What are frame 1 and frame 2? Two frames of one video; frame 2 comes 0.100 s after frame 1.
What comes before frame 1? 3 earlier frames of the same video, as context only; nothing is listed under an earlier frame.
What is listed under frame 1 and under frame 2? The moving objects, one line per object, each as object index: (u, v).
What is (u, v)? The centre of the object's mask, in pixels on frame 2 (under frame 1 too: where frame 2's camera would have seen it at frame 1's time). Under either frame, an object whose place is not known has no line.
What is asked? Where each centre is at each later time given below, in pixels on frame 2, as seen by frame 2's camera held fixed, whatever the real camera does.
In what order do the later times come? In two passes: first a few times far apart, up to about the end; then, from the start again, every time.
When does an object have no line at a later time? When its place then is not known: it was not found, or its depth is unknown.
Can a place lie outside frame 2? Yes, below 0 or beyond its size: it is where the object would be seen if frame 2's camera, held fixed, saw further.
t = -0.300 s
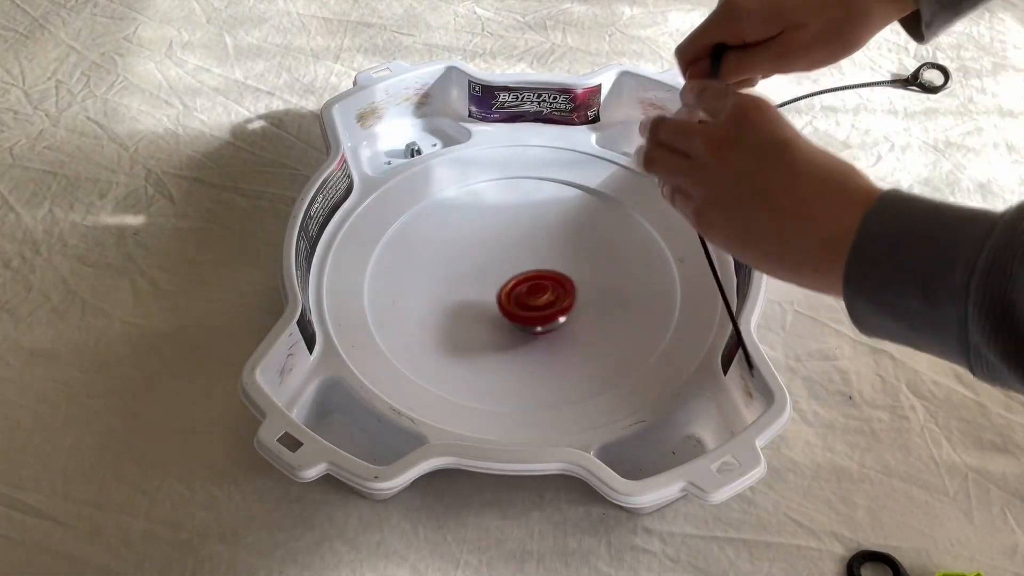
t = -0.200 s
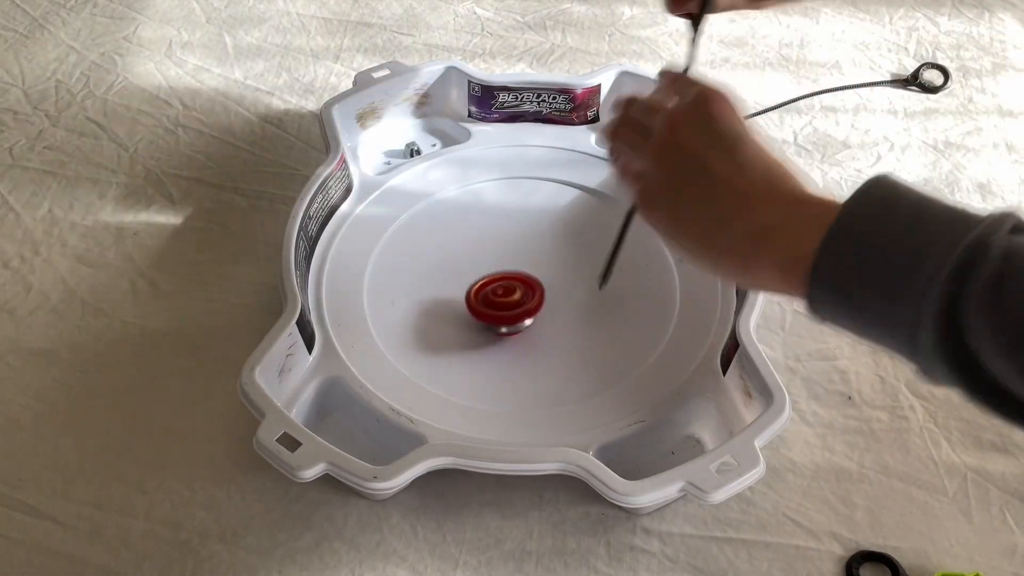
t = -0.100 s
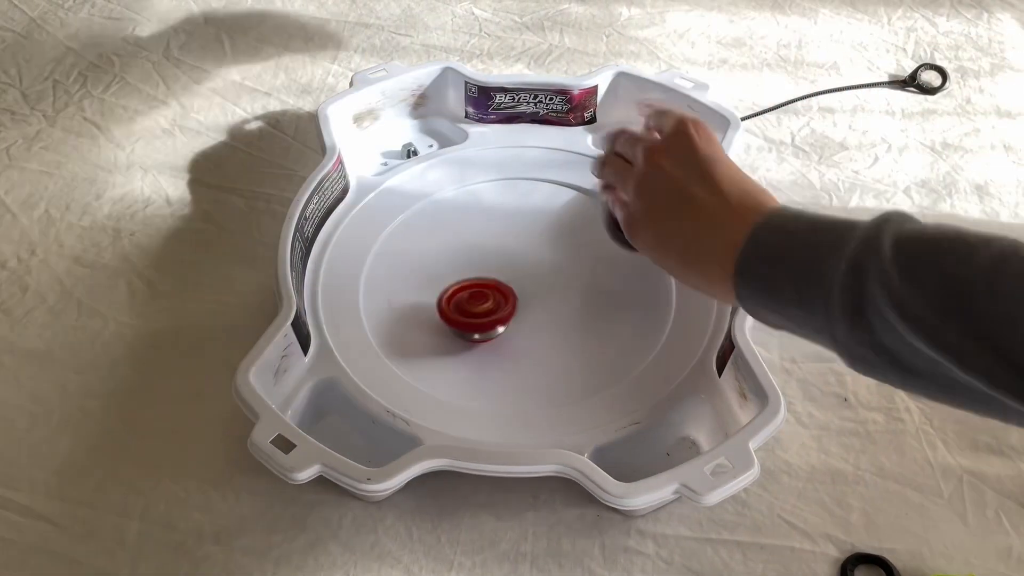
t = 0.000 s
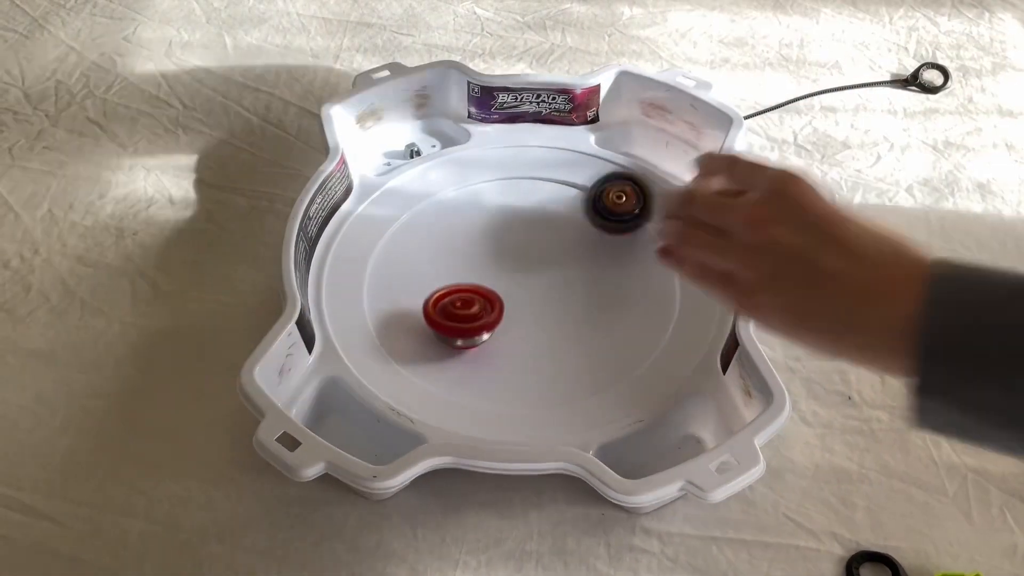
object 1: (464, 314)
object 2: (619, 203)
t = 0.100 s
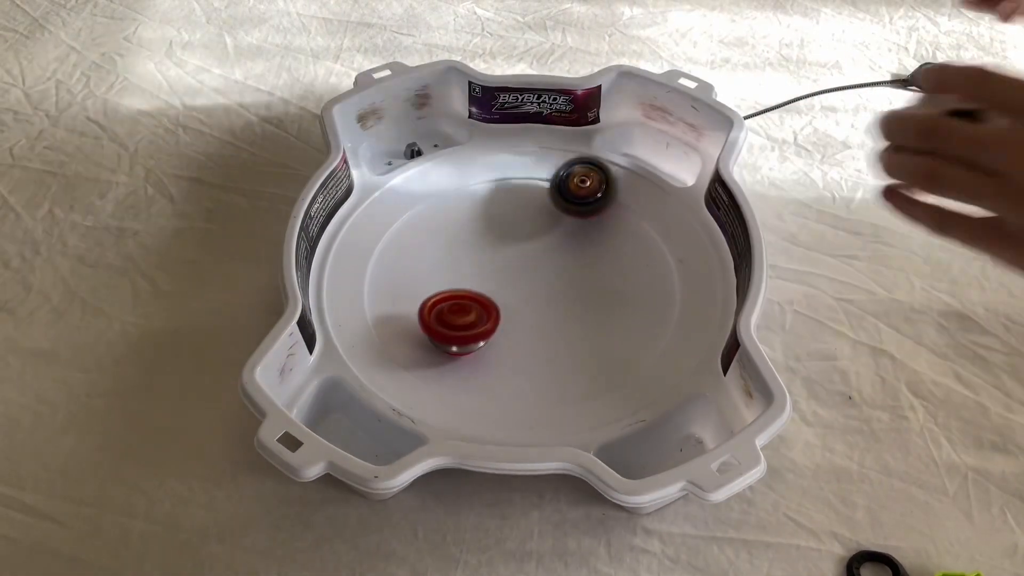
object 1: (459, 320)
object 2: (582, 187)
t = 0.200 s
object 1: (462, 323)
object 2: (545, 186)
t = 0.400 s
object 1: (462, 333)
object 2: (502, 271)
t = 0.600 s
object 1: (466, 360)
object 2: (599, 294)
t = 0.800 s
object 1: (514, 325)
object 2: (659, 258)
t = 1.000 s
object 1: (502, 257)
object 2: (603, 204)
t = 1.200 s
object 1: (408, 226)
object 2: (497, 229)
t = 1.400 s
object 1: (398, 253)
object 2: (472, 323)
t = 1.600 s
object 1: (455, 262)
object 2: (556, 361)
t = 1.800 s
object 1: (512, 244)
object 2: (664, 305)
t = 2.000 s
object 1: (520, 211)
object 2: (600, 206)
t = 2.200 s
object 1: (431, 192)
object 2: (536, 210)
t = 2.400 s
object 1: (417, 216)
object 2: (498, 321)
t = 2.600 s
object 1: (491, 269)
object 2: (583, 375)
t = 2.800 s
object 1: (568, 258)
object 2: (659, 291)
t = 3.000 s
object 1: (519, 189)
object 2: (626, 226)
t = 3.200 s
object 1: (388, 171)
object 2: (517, 275)
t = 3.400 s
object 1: (396, 231)
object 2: (491, 362)
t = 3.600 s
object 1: (466, 286)
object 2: (572, 374)
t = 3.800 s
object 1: (550, 287)
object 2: (633, 292)
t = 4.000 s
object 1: (513, 250)
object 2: (611, 203)
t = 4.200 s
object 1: (480, 253)
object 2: (473, 192)
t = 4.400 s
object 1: (485, 272)
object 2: (374, 279)
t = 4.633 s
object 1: (519, 278)
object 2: (507, 376)
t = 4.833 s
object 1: (541, 261)
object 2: (634, 293)
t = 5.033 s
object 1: (534, 242)
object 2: (567, 187)
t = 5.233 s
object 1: (507, 241)
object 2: (432, 188)
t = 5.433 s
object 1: (491, 261)
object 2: (387, 287)
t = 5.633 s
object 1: (506, 277)
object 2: (533, 340)
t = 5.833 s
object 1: (532, 255)
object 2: (638, 270)
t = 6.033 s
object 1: (529, 235)
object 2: (579, 178)
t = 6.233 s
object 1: (511, 236)
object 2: (447, 191)
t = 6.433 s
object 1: (503, 257)
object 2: (414, 296)
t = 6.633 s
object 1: (519, 276)
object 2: (546, 346)
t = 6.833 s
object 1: (541, 281)
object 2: (630, 262)
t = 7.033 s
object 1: (545, 271)
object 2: (549, 190)
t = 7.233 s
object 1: (525, 259)
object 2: (430, 220)
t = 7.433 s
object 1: (497, 258)
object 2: (433, 318)
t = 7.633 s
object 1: (483, 268)
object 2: (568, 329)
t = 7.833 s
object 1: (492, 277)
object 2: (600, 238)
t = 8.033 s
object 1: (514, 272)
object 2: (497, 196)
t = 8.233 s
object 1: (530, 256)
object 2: (418, 256)
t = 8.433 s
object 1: (528, 239)
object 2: (499, 326)
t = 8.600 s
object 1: (514, 236)
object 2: (589, 290)
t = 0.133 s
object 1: (459, 321)
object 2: (570, 182)
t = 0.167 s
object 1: (460, 322)
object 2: (557, 181)
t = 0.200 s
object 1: (462, 323)
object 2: (545, 186)
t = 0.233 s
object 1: (464, 324)
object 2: (532, 194)
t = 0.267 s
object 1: (467, 324)
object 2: (519, 207)
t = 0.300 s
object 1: (470, 323)
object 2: (507, 225)
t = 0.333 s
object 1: (473, 322)
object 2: (499, 244)
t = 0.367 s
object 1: (474, 320)
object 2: (494, 262)
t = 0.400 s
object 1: (462, 333)
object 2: (502, 271)
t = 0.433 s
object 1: (452, 345)
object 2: (514, 276)
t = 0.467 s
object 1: (445, 355)
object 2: (529, 282)
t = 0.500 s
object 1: (443, 361)
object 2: (546, 287)
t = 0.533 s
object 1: (449, 362)
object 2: (562, 291)
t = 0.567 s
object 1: (457, 362)
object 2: (582, 294)
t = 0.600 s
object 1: (466, 360)
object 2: (599, 294)
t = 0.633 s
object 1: (476, 358)
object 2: (614, 292)
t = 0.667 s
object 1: (485, 354)
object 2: (628, 287)
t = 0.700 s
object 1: (493, 348)
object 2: (638, 282)
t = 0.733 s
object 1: (502, 342)
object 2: (647, 276)
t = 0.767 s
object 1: (509, 334)
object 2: (655, 268)
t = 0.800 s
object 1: (514, 325)
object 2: (659, 258)
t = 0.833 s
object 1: (517, 314)
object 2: (662, 247)
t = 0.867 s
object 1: (518, 303)
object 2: (659, 237)
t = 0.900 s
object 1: (517, 291)
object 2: (649, 228)
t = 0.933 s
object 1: (514, 279)
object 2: (638, 218)
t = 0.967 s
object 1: (509, 267)
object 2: (623, 209)
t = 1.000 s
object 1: (502, 257)
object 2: (603, 204)
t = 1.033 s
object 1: (495, 247)
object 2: (580, 203)
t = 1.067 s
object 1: (486, 239)
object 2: (556, 205)
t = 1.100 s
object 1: (467, 234)
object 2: (538, 207)
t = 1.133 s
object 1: (444, 231)
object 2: (524, 211)
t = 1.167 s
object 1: (425, 228)
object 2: (510, 218)
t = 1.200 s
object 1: (408, 226)
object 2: (497, 229)
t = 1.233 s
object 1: (394, 227)
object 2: (485, 242)
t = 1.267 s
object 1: (389, 230)
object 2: (476, 258)
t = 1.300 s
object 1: (389, 238)
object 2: (470, 274)
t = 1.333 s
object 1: (391, 244)
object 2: (468, 291)
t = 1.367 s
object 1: (394, 249)
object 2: (468, 307)
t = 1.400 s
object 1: (398, 253)
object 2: (472, 323)
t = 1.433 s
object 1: (403, 256)
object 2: (480, 335)
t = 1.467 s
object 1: (411, 258)
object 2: (491, 346)
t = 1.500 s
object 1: (420, 260)
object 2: (505, 355)
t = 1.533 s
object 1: (431, 262)
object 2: (521, 359)
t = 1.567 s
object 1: (443, 263)
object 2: (538, 361)
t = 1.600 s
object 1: (455, 262)
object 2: (556, 361)
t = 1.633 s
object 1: (466, 261)
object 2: (576, 357)
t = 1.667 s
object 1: (477, 259)
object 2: (594, 351)
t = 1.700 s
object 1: (488, 256)
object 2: (614, 343)
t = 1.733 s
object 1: (498, 253)
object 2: (632, 333)
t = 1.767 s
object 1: (506, 249)
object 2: (649, 320)
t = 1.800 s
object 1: (512, 244)
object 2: (664, 305)
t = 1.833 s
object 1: (517, 239)
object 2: (667, 287)
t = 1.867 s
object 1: (522, 233)
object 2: (663, 267)
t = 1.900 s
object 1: (526, 228)
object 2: (655, 248)
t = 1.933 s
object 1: (528, 221)
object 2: (639, 231)
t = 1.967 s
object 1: (527, 216)
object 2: (619, 218)
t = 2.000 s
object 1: (520, 211)
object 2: (600, 206)
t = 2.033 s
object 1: (496, 202)
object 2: (597, 199)
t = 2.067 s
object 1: (473, 195)
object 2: (590, 195)
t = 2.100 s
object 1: (456, 190)
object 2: (580, 194)
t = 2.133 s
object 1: (443, 189)
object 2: (568, 196)
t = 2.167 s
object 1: (433, 188)
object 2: (552, 201)
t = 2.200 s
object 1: (431, 192)
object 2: (536, 210)
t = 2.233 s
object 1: (432, 198)
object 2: (518, 221)
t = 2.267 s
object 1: (430, 202)
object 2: (505, 236)
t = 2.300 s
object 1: (421, 202)
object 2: (500, 257)
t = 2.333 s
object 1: (416, 206)
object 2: (495, 279)
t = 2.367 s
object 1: (414, 210)
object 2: (495, 301)
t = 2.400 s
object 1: (417, 216)
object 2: (498, 321)
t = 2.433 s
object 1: (424, 225)
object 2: (504, 338)
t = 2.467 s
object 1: (434, 235)
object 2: (514, 353)
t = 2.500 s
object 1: (446, 246)
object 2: (527, 363)
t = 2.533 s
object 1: (461, 256)
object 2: (543, 371)
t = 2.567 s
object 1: (475, 263)
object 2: (561, 375)
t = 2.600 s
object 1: (491, 269)
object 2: (583, 375)
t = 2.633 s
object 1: (505, 273)
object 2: (599, 366)
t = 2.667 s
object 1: (520, 274)
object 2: (615, 355)
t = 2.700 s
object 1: (533, 274)
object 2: (629, 342)
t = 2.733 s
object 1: (546, 270)
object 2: (644, 326)
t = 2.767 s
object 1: (558, 265)
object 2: (655, 310)
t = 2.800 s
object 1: (568, 258)
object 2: (659, 291)
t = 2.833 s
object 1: (576, 248)
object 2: (657, 273)
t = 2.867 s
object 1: (573, 235)
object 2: (656, 258)
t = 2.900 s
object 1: (559, 217)
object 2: (658, 248)
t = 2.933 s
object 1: (546, 204)
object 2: (654, 238)
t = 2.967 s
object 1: (532, 194)
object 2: (643, 230)
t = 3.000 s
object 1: (519, 189)
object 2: (626, 226)
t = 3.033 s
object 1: (507, 187)
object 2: (605, 221)
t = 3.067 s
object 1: (496, 189)
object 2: (581, 221)
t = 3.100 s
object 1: (483, 192)
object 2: (554, 225)
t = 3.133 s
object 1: (448, 181)
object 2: (544, 240)
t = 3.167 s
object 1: (416, 172)
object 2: (531, 257)
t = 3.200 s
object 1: (388, 171)
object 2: (517, 275)
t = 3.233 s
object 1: (378, 174)
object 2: (505, 293)
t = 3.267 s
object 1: (380, 185)
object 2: (495, 311)
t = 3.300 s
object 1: (384, 199)
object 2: (489, 327)
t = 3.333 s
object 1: (386, 206)
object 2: (485, 340)
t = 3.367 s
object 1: (391, 218)
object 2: (486, 352)
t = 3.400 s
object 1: (396, 231)
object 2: (491, 362)
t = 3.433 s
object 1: (404, 240)
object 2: (499, 369)
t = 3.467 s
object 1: (414, 252)
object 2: (508, 374)
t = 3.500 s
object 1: (425, 262)
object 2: (522, 378)
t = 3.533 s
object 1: (438, 272)
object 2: (537, 379)
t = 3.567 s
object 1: (452, 280)
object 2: (554, 378)
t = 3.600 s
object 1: (466, 286)
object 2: (572, 374)
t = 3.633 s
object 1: (483, 291)
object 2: (590, 368)
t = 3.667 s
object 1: (497, 294)
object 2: (608, 357)
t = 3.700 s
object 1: (513, 295)
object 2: (622, 344)
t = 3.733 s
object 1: (529, 295)
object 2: (630, 327)
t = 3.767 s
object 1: (543, 293)
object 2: (631, 310)
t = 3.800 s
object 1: (550, 287)
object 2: (633, 292)
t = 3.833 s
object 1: (550, 280)
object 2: (637, 276)
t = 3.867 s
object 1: (550, 271)
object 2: (634, 260)
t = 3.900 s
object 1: (550, 265)
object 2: (625, 245)
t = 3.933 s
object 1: (536, 259)
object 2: (626, 228)
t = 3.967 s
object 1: (523, 254)
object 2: (621, 214)
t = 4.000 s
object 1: (513, 250)
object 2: (611, 203)
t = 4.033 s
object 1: (505, 248)
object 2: (595, 194)
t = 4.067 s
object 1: (498, 247)
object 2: (575, 187)
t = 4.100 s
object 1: (491, 247)
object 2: (551, 184)
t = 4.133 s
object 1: (487, 248)
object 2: (527, 183)
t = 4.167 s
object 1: (482, 251)
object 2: (500, 186)
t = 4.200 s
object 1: (480, 253)
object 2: (473, 192)
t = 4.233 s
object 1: (477, 256)
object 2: (448, 200)
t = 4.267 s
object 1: (477, 259)
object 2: (425, 212)
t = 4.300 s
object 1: (477, 263)
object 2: (407, 226)
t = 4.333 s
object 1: (480, 266)
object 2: (390, 242)
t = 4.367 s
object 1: (482, 269)
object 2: (380, 260)
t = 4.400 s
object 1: (485, 272)
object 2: (374, 279)
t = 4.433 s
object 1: (489, 274)
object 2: (375, 300)
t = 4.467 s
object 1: (493, 276)
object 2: (382, 320)
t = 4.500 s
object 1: (498, 278)
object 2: (398, 338)
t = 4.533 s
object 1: (502, 279)
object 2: (420, 354)
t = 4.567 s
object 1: (508, 279)
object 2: (446, 366)
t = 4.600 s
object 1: (513, 279)
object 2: (476, 374)
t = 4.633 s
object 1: (519, 278)
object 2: (507, 376)
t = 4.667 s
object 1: (524, 276)
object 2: (538, 373)
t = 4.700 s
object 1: (528, 273)
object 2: (567, 364)
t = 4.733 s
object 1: (533, 271)
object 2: (592, 351)
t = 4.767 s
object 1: (536, 268)
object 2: (612, 334)
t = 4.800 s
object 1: (540, 265)
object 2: (626, 314)
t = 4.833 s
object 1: (541, 261)
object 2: (634, 293)
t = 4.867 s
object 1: (542, 257)
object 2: (634, 270)
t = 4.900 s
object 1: (542, 253)
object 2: (629, 250)
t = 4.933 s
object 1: (541, 251)
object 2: (619, 230)
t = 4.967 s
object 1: (540, 247)
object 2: (606, 214)
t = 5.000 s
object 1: (537, 245)
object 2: (589, 200)
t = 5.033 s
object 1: (534, 242)
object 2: (567, 187)
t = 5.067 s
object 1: (530, 240)
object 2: (544, 177)
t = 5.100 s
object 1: (525, 239)
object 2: (521, 170)
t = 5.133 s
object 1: (521, 239)
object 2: (497, 165)
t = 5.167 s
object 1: (516, 239)
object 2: (475, 169)
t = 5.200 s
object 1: (511, 240)
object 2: (452, 179)
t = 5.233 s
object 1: (507, 241)
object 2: (432, 188)
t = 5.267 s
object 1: (503, 243)
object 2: (410, 200)
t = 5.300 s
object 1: (499, 246)
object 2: (396, 214)
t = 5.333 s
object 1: (497, 249)
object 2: (386, 231)
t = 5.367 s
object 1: (494, 253)
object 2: (381, 249)
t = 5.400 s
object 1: (492, 257)
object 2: (382, 267)
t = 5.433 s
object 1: (491, 261)
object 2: (387, 287)
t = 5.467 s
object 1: (492, 265)
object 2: (402, 305)
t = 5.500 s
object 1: (493, 269)
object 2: (421, 321)
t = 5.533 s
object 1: (496, 273)
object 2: (447, 332)
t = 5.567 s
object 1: (499, 276)
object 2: (476, 338)
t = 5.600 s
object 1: (501, 278)
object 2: (505, 340)
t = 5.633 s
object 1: (506, 277)
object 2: (533, 340)
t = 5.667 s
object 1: (512, 273)
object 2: (558, 339)
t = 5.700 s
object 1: (518, 269)
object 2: (582, 331)
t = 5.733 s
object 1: (523, 266)
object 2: (603, 321)
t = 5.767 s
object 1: (527, 263)
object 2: (619, 307)
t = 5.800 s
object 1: (530, 259)
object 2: (632, 289)
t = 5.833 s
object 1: (532, 255)
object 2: (638, 270)
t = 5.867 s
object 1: (534, 252)
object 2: (640, 251)
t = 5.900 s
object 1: (534, 248)
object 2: (636, 232)
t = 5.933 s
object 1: (533, 244)
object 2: (627, 214)
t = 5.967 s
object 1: (533, 241)
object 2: (614, 200)
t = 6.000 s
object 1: (531, 238)
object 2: (599, 188)
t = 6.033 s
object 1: (529, 235)
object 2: (579, 178)
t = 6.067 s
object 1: (526, 233)
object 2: (556, 172)
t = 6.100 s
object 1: (524, 232)
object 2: (534, 169)
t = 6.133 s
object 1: (521, 232)
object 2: (511, 169)
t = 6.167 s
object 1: (517, 232)
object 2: (487, 173)
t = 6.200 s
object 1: (514, 234)
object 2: (466, 181)
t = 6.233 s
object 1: (511, 236)
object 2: (447, 191)
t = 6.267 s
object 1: (509, 238)
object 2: (430, 204)
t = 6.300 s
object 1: (507, 242)
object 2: (417, 221)
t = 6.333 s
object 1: (505, 245)
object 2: (410, 238)
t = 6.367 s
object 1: (503, 249)
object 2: (406, 257)
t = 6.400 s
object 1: (503, 253)
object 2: (408, 276)
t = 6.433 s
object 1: (503, 257)
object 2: (414, 296)
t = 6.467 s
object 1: (504, 261)
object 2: (427, 313)
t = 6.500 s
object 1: (507, 264)
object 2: (444, 328)
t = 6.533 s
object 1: (509, 267)
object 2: (467, 338)
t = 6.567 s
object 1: (513, 271)
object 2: (492, 346)
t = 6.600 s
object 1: (516, 274)
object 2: (519, 350)
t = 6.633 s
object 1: (519, 276)
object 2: (546, 346)
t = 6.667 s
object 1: (523, 278)
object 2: (570, 340)
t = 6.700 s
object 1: (526, 279)
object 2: (593, 330)
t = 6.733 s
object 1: (530, 281)
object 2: (610, 316)
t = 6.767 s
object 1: (534, 281)
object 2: (622, 300)
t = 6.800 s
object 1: (537, 281)
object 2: (630, 281)
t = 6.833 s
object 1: (541, 281)
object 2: (630, 262)
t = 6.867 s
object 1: (543, 280)
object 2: (628, 245)
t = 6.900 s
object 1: (545, 279)
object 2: (619, 229)
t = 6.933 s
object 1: (547, 278)
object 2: (605, 216)
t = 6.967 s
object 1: (547, 276)
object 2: (590, 205)
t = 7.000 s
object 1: (547, 273)
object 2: (570, 196)
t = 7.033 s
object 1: (545, 271)
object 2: (549, 190)
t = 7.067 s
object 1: (544, 269)
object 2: (527, 188)
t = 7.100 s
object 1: (541, 267)
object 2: (504, 189)
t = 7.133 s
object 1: (537, 264)
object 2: (482, 193)
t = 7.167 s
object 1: (534, 262)
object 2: (462, 199)
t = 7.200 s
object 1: (529, 261)
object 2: (444, 207)
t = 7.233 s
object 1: (525, 259)
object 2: (430, 220)
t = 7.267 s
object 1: (520, 258)
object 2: (417, 234)
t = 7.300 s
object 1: (515, 258)
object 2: (411, 251)
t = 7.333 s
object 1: (510, 257)
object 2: (408, 268)
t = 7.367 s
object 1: (505, 258)
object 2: (412, 286)
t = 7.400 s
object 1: (501, 258)
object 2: (421, 302)
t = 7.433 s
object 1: (497, 258)
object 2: (433, 318)
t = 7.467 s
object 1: (493, 259)
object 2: (452, 330)
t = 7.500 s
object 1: (490, 260)
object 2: (474, 337)
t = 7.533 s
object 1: (487, 262)
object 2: (498, 342)
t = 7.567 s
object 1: (485, 264)
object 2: (523, 343)
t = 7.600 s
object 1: (483, 266)
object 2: (546, 338)
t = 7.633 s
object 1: (483, 268)
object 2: (568, 329)
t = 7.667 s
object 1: (483, 270)
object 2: (584, 317)
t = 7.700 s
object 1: (484, 272)
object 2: (598, 304)
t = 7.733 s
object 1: (485, 274)
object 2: (606, 286)
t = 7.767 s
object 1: (487, 275)
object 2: (608, 271)
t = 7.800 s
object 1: (489, 277)
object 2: (607, 254)
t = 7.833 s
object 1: (492, 277)
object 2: (600, 238)
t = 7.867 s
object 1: (495, 278)
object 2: (590, 224)
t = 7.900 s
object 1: (499, 278)
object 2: (574, 213)
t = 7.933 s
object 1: (503, 277)
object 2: (558, 205)
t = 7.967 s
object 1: (506, 276)
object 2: (538, 198)
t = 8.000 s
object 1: (510, 274)
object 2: (518, 195)
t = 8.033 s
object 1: (514, 272)
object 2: (497, 196)
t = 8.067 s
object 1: (518, 270)
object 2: (478, 198)
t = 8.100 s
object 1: (521, 267)
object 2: (458, 204)
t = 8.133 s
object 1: (524, 265)
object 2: (444, 214)
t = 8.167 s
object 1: (527, 262)
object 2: (430, 227)
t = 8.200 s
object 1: (529, 259)
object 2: (422, 241)
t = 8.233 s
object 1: (530, 256)
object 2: (418, 256)
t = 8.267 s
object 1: (531, 253)
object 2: (420, 274)
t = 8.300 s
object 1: (531, 249)
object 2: (428, 288)
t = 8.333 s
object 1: (531, 247)
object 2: (439, 303)
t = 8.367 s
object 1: (530, 244)
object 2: (457, 314)
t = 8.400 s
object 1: (529, 241)
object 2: (476, 322)
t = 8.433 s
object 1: (528, 239)
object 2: (499, 326)
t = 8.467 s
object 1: (526, 238)
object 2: (521, 326)
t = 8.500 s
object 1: (523, 237)
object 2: (543, 322)
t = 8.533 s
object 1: (520, 236)
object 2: (562, 314)
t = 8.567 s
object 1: (517, 236)
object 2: (578, 303)
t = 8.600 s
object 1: (514, 236)
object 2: (589, 290)
